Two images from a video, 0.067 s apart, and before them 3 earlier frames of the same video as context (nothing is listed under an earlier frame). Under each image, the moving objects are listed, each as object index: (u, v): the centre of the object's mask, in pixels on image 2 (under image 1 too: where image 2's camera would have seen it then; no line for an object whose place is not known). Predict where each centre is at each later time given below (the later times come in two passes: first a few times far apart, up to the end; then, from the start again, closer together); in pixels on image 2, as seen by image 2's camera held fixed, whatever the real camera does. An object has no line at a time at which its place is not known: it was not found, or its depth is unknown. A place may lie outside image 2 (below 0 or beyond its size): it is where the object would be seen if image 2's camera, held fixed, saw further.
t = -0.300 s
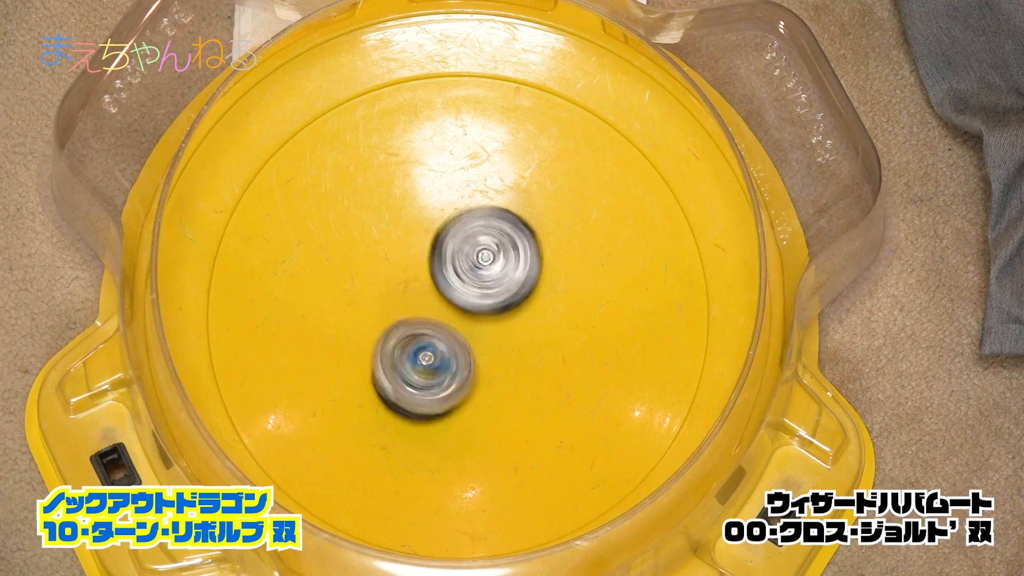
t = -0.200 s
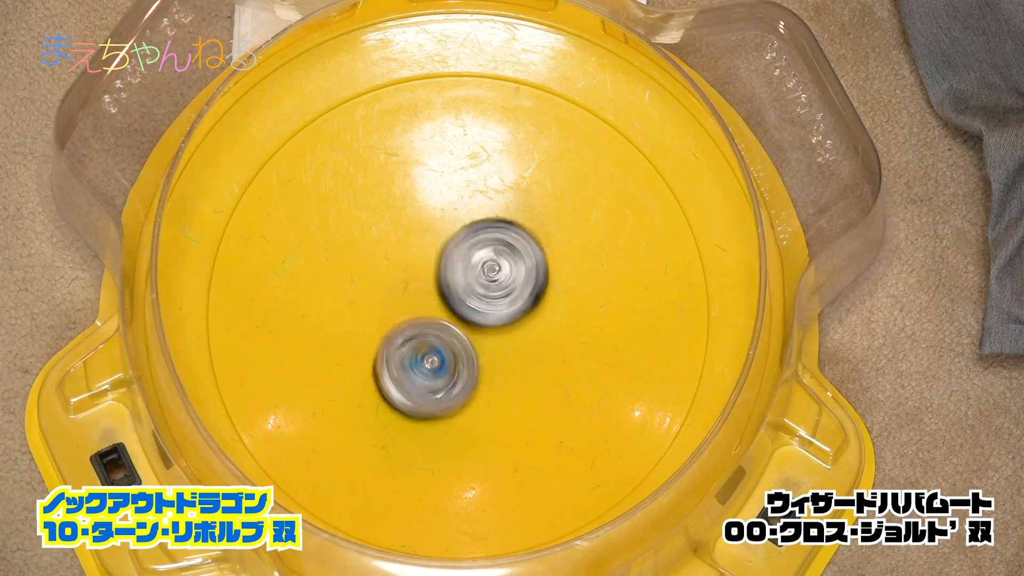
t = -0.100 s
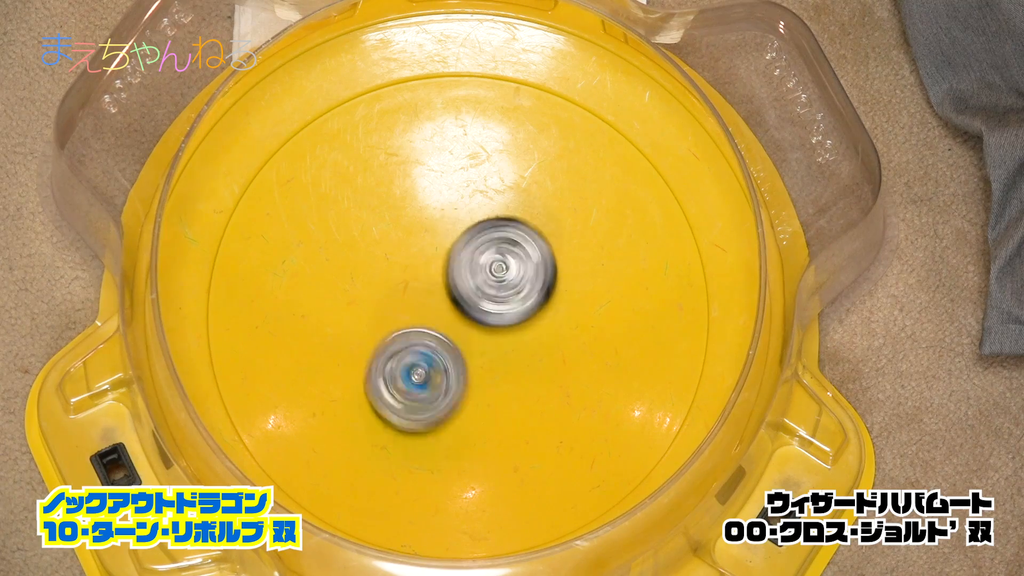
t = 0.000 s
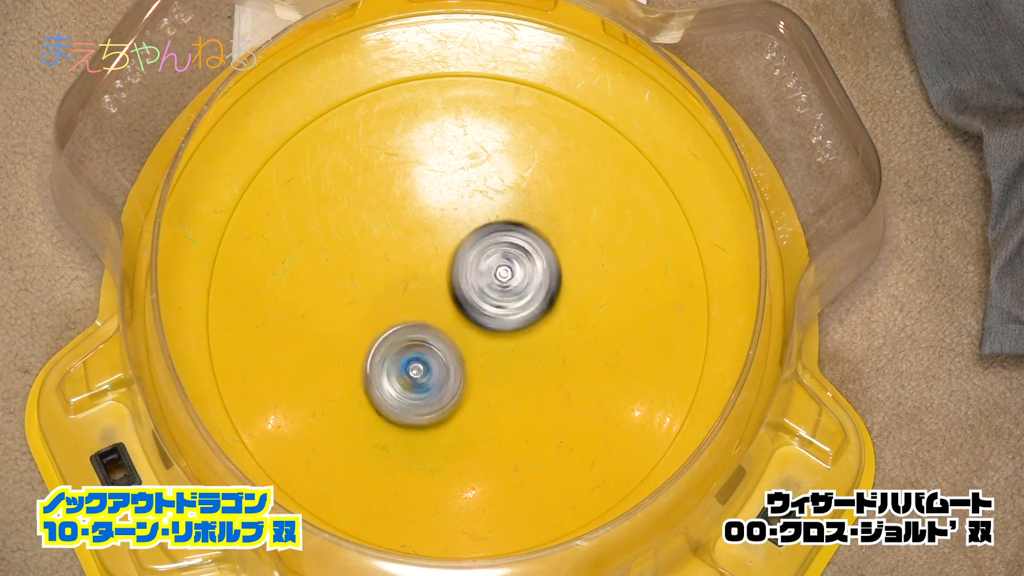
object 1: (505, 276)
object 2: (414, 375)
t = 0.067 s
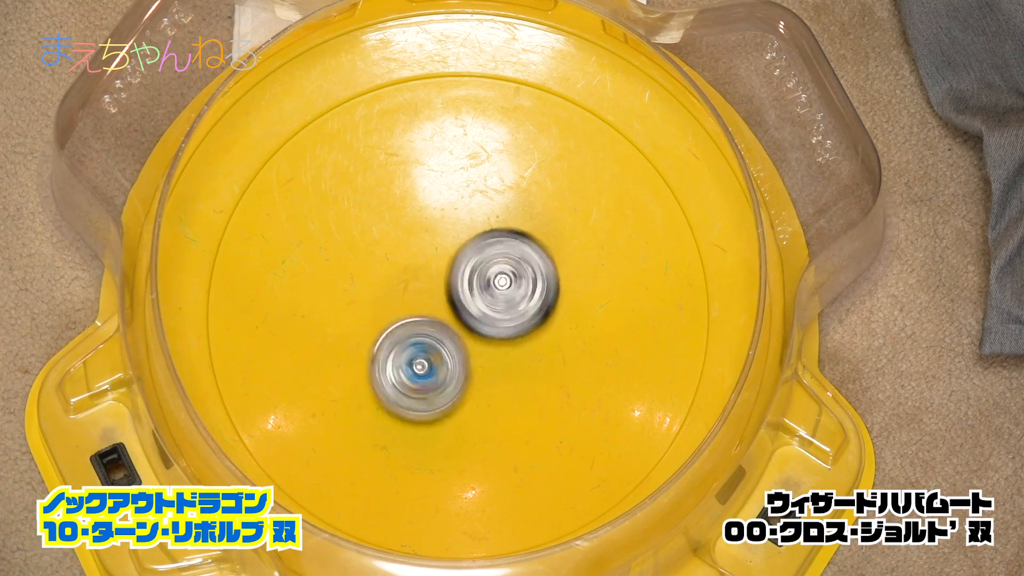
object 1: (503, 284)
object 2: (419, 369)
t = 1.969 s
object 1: (490, 287)
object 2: (382, 325)
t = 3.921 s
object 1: (493, 296)
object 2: (395, 343)
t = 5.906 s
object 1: (501, 285)
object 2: (417, 343)
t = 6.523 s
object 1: (501, 285)
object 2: (417, 343)
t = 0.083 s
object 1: (501, 286)
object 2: (421, 367)
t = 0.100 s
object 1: (500, 287)
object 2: (421, 366)
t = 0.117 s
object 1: (501, 285)
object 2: (415, 368)
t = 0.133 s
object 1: (504, 285)
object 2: (411, 370)
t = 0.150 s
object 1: (504, 284)
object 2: (407, 371)
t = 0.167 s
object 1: (506, 284)
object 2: (406, 370)
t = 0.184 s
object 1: (506, 284)
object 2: (404, 369)
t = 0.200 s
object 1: (507, 284)
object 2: (403, 368)
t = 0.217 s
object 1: (506, 284)
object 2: (403, 367)
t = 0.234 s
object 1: (507, 285)
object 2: (404, 365)
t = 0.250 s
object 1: (506, 286)
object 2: (405, 364)
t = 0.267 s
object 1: (507, 286)
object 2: (406, 361)
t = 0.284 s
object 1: (505, 289)
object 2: (408, 360)
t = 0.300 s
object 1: (505, 290)
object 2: (410, 358)
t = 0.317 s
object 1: (504, 291)
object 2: (412, 357)
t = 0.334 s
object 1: (504, 289)
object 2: (411, 358)
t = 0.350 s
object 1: (504, 288)
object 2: (409, 360)
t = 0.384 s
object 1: (506, 284)
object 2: (408, 363)
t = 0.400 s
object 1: (508, 282)
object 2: (407, 363)
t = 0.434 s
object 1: (510, 280)
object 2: (408, 363)
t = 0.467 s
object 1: (510, 279)
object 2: (411, 360)
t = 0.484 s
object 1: (510, 277)
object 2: (412, 359)
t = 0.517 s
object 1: (509, 276)
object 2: (416, 357)
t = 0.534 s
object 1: (510, 276)
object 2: (417, 356)
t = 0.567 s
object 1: (508, 276)
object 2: (421, 354)
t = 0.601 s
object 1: (509, 276)
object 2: (423, 353)
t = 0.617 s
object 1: (510, 275)
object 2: (422, 353)
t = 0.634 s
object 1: (512, 276)
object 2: (422, 353)
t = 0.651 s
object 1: (512, 274)
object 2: (422, 351)
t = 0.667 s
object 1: (513, 276)
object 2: (423, 352)
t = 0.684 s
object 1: (513, 275)
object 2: (424, 352)
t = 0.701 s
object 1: (513, 277)
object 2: (424, 351)
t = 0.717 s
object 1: (513, 277)
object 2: (424, 352)
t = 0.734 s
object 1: (513, 279)
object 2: (426, 351)
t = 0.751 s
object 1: (513, 279)
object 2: (427, 352)
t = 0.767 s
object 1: (514, 280)
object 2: (425, 352)
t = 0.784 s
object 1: (514, 280)
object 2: (425, 353)
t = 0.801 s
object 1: (514, 283)
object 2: (424, 352)
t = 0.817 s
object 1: (514, 283)
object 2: (424, 351)
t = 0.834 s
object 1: (516, 283)
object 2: (420, 352)
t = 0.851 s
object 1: (520, 282)
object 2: (416, 354)
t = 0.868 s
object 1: (522, 282)
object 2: (412, 355)
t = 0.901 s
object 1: (526, 282)
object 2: (408, 355)
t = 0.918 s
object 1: (528, 282)
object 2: (408, 354)
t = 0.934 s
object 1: (528, 283)
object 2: (408, 352)
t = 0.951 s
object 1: (529, 283)
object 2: (409, 352)
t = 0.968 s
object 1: (529, 285)
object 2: (410, 351)
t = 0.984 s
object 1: (529, 286)
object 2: (411, 351)
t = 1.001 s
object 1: (529, 287)
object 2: (412, 351)
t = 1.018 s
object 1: (529, 289)
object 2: (413, 351)
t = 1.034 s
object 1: (527, 291)
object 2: (414, 350)
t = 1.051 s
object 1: (526, 293)
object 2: (415, 351)
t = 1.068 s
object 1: (524, 295)
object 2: (416, 351)
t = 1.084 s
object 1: (522, 297)
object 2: (417, 351)
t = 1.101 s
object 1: (518, 297)
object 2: (418, 352)
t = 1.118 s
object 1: (515, 299)
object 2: (416, 353)
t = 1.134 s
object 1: (515, 298)
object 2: (412, 352)
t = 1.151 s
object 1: (513, 298)
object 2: (409, 352)
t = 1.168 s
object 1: (512, 298)
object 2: (407, 352)
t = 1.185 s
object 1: (509, 299)
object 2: (406, 352)
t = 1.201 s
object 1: (508, 299)
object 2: (406, 351)
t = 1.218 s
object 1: (504, 298)
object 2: (406, 350)
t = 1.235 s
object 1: (510, 292)
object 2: (397, 354)
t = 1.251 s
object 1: (517, 286)
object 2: (387, 358)
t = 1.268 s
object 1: (523, 282)
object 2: (380, 362)
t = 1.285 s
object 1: (529, 278)
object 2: (373, 365)
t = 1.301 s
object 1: (534, 274)
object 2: (367, 367)
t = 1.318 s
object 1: (539, 272)
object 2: (364, 368)
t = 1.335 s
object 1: (545, 269)
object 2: (361, 368)
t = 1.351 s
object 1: (551, 267)
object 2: (360, 369)
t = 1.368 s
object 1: (556, 265)
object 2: (360, 366)
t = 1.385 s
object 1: (560, 265)
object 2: (361, 365)
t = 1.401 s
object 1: (566, 265)
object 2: (364, 364)
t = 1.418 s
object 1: (569, 265)
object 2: (366, 362)
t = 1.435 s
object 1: (572, 267)
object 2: (369, 361)
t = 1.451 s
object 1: (574, 268)
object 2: (373, 359)
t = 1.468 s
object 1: (575, 270)
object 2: (376, 358)
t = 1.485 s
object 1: (576, 272)
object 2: (381, 357)
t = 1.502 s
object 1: (575, 274)
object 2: (384, 355)
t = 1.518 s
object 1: (574, 278)
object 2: (387, 355)
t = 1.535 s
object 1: (573, 280)
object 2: (392, 354)
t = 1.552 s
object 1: (569, 284)
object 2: (395, 353)
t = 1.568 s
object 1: (567, 286)
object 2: (398, 353)
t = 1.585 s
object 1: (563, 289)
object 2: (401, 352)
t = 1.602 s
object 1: (559, 292)
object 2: (404, 352)
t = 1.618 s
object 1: (556, 294)
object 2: (406, 351)
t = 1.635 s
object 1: (551, 295)
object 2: (408, 349)
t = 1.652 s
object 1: (544, 298)
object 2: (411, 349)
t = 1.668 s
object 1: (537, 301)
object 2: (413, 346)
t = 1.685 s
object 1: (531, 302)
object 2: (415, 343)
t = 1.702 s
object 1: (525, 303)
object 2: (418, 342)
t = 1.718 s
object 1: (522, 303)
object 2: (415, 339)
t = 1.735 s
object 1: (521, 303)
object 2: (408, 339)
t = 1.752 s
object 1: (518, 302)
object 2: (403, 338)
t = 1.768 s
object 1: (515, 302)
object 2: (397, 337)
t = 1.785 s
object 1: (512, 302)
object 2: (394, 335)
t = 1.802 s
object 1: (509, 300)
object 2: (392, 333)
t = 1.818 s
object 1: (505, 299)
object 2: (392, 332)
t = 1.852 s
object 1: (499, 297)
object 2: (390, 330)
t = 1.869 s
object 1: (496, 296)
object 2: (392, 330)
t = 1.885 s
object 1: (494, 295)
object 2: (388, 328)
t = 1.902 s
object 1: (494, 293)
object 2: (386, 327)
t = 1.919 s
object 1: (491, 291)
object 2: (385, 326)
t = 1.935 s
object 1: (490, 291)
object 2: (385, 325)
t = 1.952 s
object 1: (491, 288)
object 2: (383, 326)
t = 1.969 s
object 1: (490, 287)
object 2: (382, 325)
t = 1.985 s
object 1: (491, 287)
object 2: (382, 324)
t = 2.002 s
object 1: (490, 285)
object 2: (383, 323)
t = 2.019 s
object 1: (491, 283)
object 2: (383, 323)
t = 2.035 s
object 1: (498, 280)
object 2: (376, 324)
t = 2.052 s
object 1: (502, 277)
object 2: (373, 326)
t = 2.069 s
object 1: (506, 275)
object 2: (370, 326)
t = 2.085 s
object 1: (512, 274)
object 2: (368, 327)
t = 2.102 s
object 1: (517, 272)
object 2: (367, 326)
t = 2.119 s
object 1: (522, 271)
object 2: (368, 326)
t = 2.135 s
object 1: (528, 271)
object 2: (371, 325)
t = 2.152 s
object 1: (533, 271)
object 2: (372, 327)
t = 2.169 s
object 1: (538, 270)
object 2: (376, 326)
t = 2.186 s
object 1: (541, 272)
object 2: (379, 328)
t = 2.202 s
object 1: (546, 274)
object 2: (382, 329)
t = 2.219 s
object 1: (549, 275)
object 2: (384, 330)
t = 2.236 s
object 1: (550, 277)
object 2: (388, 331)
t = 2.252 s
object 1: (552, 280)
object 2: (390, 332)
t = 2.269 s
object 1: (553, 282)
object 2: (393, 332)
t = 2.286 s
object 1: (553, 285)
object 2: (395, 332)
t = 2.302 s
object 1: (554, 288)
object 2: (398, 332)
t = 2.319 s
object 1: (553, 290)
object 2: (400, 332)
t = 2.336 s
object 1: (551, 294)
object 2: (402, 332)
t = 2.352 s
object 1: (549, 296)
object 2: (403, 330)
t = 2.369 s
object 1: (546, 299)
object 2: (407, 329)
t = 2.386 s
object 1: (542, 302)
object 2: (409, 329)
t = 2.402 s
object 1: (538, 305)
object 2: (413, 328)
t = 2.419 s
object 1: (533, 308)
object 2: (416, 327)
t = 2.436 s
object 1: (530, 310)
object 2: (420, 327)
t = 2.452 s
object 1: (529, 310)
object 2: (415, 326)
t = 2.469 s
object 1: (527, 310)
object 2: (413, 323)
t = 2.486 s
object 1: (525, 312)
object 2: (411, 324)
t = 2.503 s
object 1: (523, 312)
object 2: (408, 323)
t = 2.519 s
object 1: (520, 312)
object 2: (405, 323)
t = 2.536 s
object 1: (515, 312)
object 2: (404, 320)
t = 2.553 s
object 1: (512, 313)
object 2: (405, 319)
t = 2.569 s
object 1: (512, 311)
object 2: (402, 317)
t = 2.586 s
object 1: (516, 309)
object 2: (395, 317)
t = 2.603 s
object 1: (520, 309)
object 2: (387, 317)
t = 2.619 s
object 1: (524, 309)
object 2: (381, 316)
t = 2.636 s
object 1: (528, 308)
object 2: (376, 317)
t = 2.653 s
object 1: (532, 308)
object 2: (373, 316)
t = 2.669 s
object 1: (535, 308)
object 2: (371, 318)
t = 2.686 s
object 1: (538, 308)
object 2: (369, 317)
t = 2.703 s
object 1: (539, 308)
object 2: (369, 319)
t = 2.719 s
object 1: (540, 310)
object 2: (367, 320)
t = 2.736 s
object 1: (542, 311)
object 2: (366, 322)
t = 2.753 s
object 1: (542, 311)
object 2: (364, 323)
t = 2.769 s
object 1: (541, 311)
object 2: (366, 322)
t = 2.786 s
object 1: (540, 312)
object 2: (365, 323)
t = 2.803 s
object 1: (540, 313)
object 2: (368, 323)
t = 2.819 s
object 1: (539, 314)
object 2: (369, 325)
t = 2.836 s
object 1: (538, 314)
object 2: (371, 325)
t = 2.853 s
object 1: (536, 314)
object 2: (374, 326)
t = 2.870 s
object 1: (533, 315)
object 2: (375, 326)
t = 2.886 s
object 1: (531, 315)
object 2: (377, 327)
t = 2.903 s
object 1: (527, 315)
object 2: (378, 328)
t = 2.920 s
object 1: (525, 315)
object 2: (381, 330)
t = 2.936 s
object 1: (521, 314)
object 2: (382, 332)
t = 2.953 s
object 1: (517, 313)
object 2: (385, 331)
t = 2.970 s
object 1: (512, 312)
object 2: (386, 332)
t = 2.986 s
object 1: (508, 311)
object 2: (388, 331)
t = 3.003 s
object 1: (504, 309)
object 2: (392, 332)
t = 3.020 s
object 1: (502, 306)
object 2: (392, 331)
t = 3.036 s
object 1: (503, 303)
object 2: (388, 330)
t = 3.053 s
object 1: (503, 300)
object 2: (385, 330)
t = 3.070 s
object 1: (503, 297)
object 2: (383, 330)
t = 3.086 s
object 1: (503, 296)
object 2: (382, 329)
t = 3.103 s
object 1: (503, 293)
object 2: (381, 330)
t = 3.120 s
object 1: (502, 290)
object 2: (381, 328)
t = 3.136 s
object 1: (501, 288)
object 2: (380, 328)
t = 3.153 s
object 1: (500, 286)
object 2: (379, 326)
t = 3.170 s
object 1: (499, 284)
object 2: (381, 325)
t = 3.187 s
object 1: (499, 281)
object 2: (380, 325)
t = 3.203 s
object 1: (497, 279)
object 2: (381, 323)
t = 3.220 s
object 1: (496, 277)
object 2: (382, 323)
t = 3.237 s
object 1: (495, 276)
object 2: (384, 322)
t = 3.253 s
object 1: (494, 275)
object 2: (386, 322)
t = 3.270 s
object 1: (494, 275)
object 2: (387, 322)
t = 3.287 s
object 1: (493, 273)
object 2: (388, 321)
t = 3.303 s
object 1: (490, 273)
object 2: (390, 322)
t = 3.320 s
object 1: (493, 271)
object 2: (387, 322)
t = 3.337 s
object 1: (497, 268)
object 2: (385, 324)
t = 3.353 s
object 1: (498, 266)
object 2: (383, 325)
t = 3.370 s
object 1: (500, 266)
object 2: (382, 323)
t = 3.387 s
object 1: (501, 266)
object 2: (383, 323)
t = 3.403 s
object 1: (504, 266)
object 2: (385, 321)
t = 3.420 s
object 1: (507, 265)
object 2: (388, 321)
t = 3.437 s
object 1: (508, 265)
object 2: (391, 322)
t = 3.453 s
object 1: (509, 266)
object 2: (394, 321)
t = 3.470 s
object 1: (511, 266)
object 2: (397, 322)
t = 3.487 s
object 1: (513, 267)
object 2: (398, 322)
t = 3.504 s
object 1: (513, 268)
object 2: (401, 322)
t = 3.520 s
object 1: (514, 270)
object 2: (403, 325)
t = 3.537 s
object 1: (514, 272)
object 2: (404, 325)
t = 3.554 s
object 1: (514, 274)
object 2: (406, 327)
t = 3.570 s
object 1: (514, 276)
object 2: (406, 328)
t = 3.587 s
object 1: (512, 278)
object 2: (408, 328)
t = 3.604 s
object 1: (510, 281)
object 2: (410, 327)
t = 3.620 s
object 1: (508, 284)
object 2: (409, 327)
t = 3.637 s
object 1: (511, 284)
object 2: (401, 328)
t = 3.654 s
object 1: (513, 283)
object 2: (394, 328)
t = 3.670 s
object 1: (513, 283)
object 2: (390, 330)
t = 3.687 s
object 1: (514, 284)
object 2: (385, 331)
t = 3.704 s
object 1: (514, 284)
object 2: (382, 331)
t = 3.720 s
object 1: (513, 285)
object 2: (380, 332)
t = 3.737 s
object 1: (512, 287)
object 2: (380, 331)
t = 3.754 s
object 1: (513, 287)
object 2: (380, 331)
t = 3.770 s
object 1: (512, 288)
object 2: (381, 332)
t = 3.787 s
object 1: (510, 289)
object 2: (381, 332)
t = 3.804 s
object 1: (509, 290)
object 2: (382, 332)
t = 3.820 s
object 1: (507, 291)
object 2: (383, 334)
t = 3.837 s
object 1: (504, 292)
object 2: (384, 334)
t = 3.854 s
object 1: (502, 294)
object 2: (387, 335)
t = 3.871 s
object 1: (501, 296)
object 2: (389, 338)
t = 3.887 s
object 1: (499, 296)
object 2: (391, 339)
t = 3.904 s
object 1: (496, 296)
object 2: (394, 340)
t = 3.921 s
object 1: (493, 296)
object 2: (395, 343)
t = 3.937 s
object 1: (496, 296)
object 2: (389, 345)
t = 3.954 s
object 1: (499, 294)
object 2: (384, 347)
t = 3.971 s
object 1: (501, 293)
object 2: (378, 350)
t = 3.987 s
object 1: (501, 292)
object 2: (375, 350)
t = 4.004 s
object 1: (500, 293)
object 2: (373, 351)
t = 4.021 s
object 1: (502, 294)
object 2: (371, 350)
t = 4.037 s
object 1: (504, 294)
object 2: (370, 349)
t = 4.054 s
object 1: (505, 293)
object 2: (369, 348)
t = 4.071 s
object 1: (505, 291)
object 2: (369, 346)
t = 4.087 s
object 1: (505, 291)
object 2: (369, 344)
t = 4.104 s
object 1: (505, 291)
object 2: (370, 342)
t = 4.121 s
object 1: (506, 291)
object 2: (373, 340)
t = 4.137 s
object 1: (505, 291)
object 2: (377, 339)
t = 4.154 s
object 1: (504, 292)
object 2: (380, 340)
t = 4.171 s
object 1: (503, 293)
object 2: (382, 340)
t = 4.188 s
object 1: (503, 292)
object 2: (387, 340)
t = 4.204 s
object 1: (502, 292)
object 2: (392, 342)
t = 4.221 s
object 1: (500, 292)
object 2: (395, 344)
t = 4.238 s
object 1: (498, 293)
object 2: (399, 345)
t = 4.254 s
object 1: (498, 292)
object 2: (400, 348)
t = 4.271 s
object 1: (498, 293)
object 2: (398, 349)
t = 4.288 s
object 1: (497, 293)
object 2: (397, 349)
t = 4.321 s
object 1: (495, 295)
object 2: (396, 349)
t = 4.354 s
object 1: (493, 295)
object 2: (396, 350)
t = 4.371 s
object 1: (490, 296)
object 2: (395, 351)
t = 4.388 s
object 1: (489, 297)
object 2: (394, 352)
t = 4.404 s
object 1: (487, 298)
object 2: (392, 352)
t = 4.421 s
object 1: (486, 298)
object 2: (393, 351)
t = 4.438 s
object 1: (486, 296)
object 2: (393, 352)
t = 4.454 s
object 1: (487, 292)
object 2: (389, 356)
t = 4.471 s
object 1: (489, 289)
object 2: (388, 358)
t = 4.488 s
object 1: (489, 286)
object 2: (387, 359)
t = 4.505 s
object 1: (489, 284)
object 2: (386, 361)
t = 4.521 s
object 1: (489, 284)
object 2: (386, 363)
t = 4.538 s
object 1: (489, 283)
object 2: (386, 362)
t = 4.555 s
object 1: (490, 283)
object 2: (387, 363)
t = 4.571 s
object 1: (491, 283)
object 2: (386, 364)
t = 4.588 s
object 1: (493, 282)
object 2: (386, 364)
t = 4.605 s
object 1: (494, 280)
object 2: (388, 363)
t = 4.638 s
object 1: (491, 276)
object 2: (391, 364)
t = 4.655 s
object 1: (489, 276)
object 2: (393, 364)
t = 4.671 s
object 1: (487, 277)
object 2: (396, 364)
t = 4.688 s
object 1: (486, 278)
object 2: (398, 365)
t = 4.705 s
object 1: (487, 279)
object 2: (399, 366)
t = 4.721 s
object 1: (488, 280)
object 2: (401, 365)
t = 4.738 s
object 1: (488, 279)
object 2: (404, 364)
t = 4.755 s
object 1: (488, 279)
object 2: (404, 364)
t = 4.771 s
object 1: (487, 279)
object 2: (406, 362)
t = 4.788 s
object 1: (486, 279)
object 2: (408, 360)
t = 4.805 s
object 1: (485, 278)
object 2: (408, 361)
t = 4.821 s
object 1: (487, 275)
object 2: (403, 364)
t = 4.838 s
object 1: (487, 272)
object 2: (399, 365)
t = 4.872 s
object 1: (485, 270)
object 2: (394, 362)
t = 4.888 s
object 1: (484, 271)
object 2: (393, 360)
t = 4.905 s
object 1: (482, 272)
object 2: (394, 358)
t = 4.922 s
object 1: (481, 274)
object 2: (394, 357)
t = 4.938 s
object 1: (481, 277)
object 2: (395, 355)
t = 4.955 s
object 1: (482, 279)
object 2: (397, 352)
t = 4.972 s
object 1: (483, 282)
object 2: (400, 349)
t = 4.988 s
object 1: (486, 285)
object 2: (404, 348)
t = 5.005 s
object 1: (492, 284)
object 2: (403, 351)
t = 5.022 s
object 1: (498, 282)
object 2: (402, 353)
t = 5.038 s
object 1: (503, 280)
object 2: (402, 354)
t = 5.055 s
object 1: (506, 276)
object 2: (404, 355)
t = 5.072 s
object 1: (507, 273)
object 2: (406, 356)
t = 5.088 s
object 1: (507, 270)
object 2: (408, 357)
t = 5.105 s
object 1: (507, 269)
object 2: (409, 358)
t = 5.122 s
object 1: (506, 267)
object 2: (410, 358)
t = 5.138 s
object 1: (504, 266)
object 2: (411, 358)
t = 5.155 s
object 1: (502, 265)
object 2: (413, 357)
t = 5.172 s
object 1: (501, 264)
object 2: (415, 356)
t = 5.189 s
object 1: (498, 264)
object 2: (416, 356)
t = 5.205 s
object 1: (495, 264)
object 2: (418, 355)
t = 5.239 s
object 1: (491, 265)
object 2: (421, 353)
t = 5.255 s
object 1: (489, 265)
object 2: (422, 352)
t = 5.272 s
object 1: (487, 266)
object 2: (422, 353)
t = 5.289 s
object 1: (487, 267)
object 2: (421, 353)
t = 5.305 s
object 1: (486, 268)
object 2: (420, 354)
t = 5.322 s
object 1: (486, 269)
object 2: (420, 355)
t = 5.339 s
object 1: (485, 272)
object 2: (419, 355)
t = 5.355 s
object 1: (485, 274)
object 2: (419, 354)
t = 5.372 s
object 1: (485, 276)
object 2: (419, 353)
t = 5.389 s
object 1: (486, 277)
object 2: (419, 352)
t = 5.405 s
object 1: (487, 278)
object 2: (419, 351)
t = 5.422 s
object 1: (488, 280)
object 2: (418, 350)
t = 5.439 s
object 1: (489, 281)
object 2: (417, 350)
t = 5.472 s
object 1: (492, 283)
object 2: (417, 347)
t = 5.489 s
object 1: (494, 283)
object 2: (417, 346)
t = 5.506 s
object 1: (496, 283)
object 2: (417, 344)
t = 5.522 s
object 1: (497, 284)
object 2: (417, 344)
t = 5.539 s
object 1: (498, 284)
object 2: (417, 343)
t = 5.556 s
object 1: (499, 284)
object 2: (417, 343)
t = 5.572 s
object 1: (500, 284)
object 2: (417, 343)
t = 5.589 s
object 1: (501, 285)
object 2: (417, 343)
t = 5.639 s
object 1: (501, 285)
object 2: (417, 343)
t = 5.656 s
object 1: (501, 285)
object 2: (417, 343)
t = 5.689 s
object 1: (501, 285)
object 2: (417, 343)
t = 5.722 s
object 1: (501, 285)
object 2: (417, 343)
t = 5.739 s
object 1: (501, 285)
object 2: (418, 343)
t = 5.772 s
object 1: (501, 285)
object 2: (417, 343)
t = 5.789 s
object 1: (501, 285)
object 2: (417, 343)
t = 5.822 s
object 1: (501, 285)
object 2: (417, 343)
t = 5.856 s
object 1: (501, 285)
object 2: (417, 343)
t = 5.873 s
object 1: (501, 285)
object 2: (417, 343)
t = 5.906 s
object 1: (501, 285)
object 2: (417, 343)
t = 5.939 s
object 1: (501, 285)
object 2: (417, 343)
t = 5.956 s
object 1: (501, 285)
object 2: (417, 343)
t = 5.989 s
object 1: (501, 285)
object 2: (417, 343)
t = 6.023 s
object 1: (501, 285)
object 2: (417, 343)
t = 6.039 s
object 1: (501, 285)
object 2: (417, 343)
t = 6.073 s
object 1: (501, 285)
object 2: (417, 343)
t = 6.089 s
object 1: (501, 285)
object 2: (417, 343)
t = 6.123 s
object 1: (501, 285)
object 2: (417, 343)
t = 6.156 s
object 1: (501, 285)
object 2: (417, 343)
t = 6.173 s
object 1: (501, 285)
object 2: (417, 343)
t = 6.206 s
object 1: (501, 285)
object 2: (417, 343)
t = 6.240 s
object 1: (501, 285)
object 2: (417, 343)
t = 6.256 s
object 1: (501, 285)
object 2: (417, 343)
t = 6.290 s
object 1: (501, 285)
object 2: (417, 343)
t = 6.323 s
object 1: (501, 285)
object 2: (417, 343)
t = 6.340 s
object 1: (501, 285)
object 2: (417, 343)
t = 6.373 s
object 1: (501, 285)
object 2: (417, 343)
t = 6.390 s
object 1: (501, 285)
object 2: (417, 343)
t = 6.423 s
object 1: (501, 285)
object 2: (417, 343)
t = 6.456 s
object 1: (501, 285)
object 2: (417, 343)
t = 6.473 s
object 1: (501, 285)
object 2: (417, 343)
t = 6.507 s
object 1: (501, 285)
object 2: (417, 343)
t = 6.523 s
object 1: (501, 285)
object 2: (417, 343)
